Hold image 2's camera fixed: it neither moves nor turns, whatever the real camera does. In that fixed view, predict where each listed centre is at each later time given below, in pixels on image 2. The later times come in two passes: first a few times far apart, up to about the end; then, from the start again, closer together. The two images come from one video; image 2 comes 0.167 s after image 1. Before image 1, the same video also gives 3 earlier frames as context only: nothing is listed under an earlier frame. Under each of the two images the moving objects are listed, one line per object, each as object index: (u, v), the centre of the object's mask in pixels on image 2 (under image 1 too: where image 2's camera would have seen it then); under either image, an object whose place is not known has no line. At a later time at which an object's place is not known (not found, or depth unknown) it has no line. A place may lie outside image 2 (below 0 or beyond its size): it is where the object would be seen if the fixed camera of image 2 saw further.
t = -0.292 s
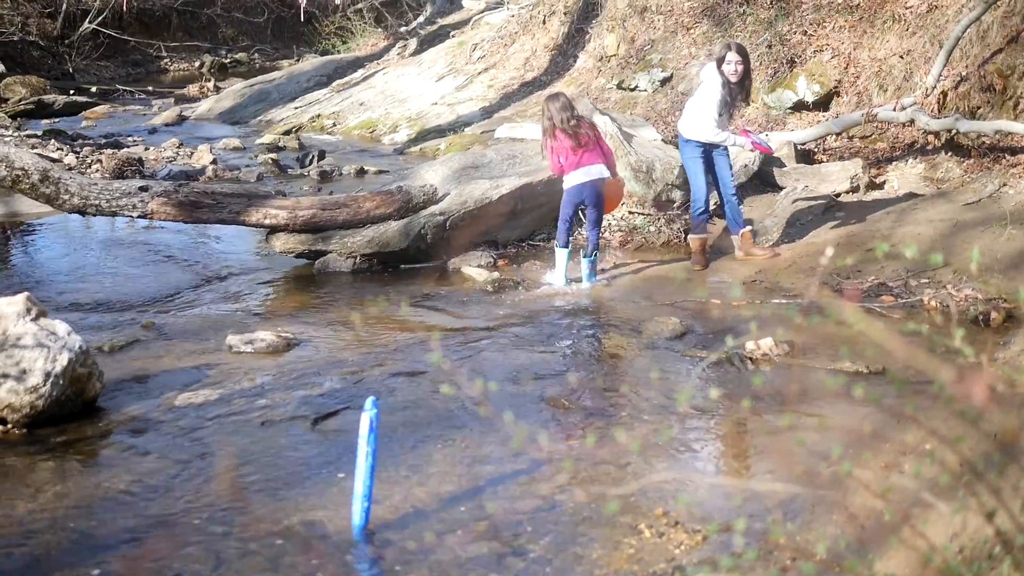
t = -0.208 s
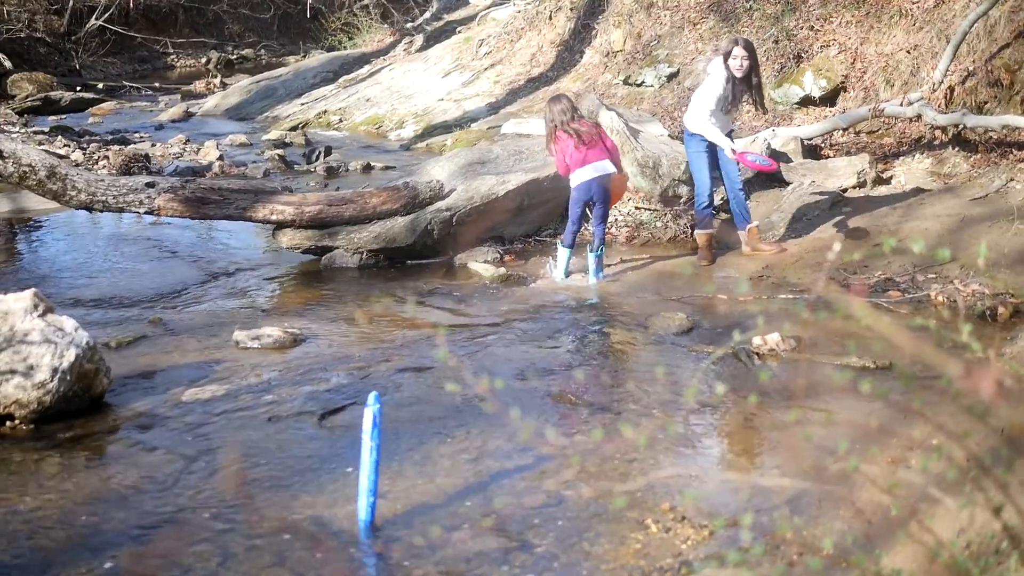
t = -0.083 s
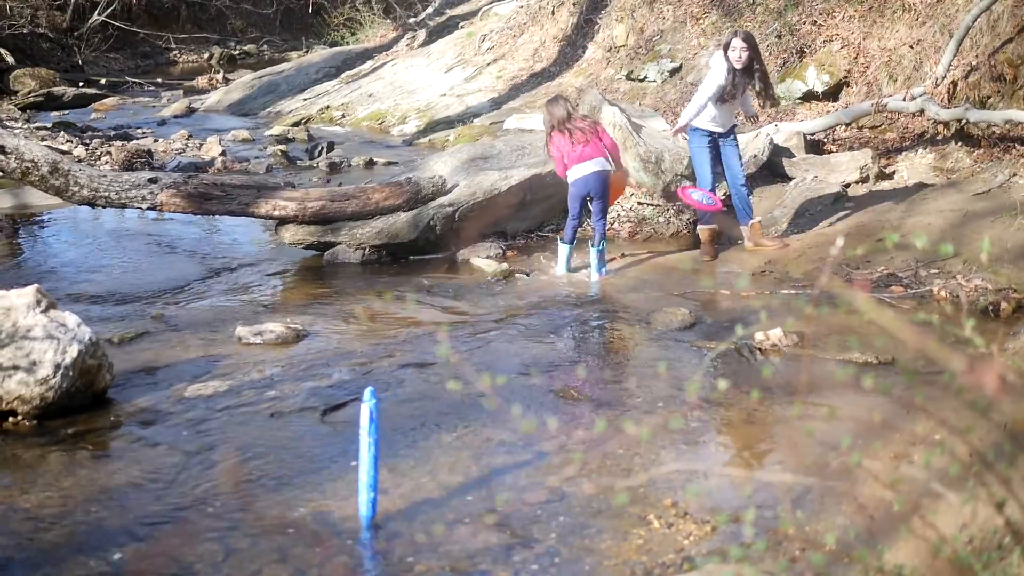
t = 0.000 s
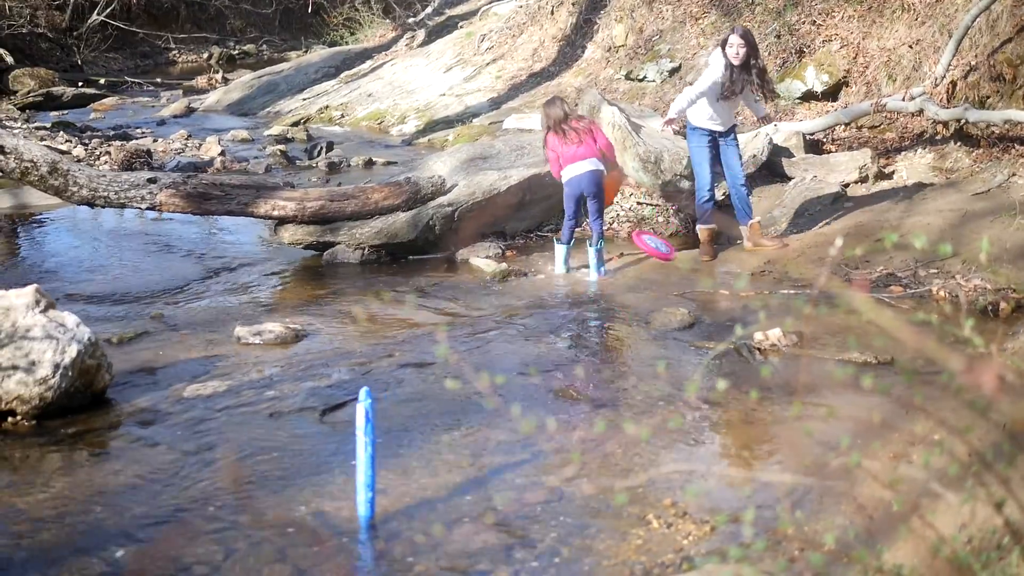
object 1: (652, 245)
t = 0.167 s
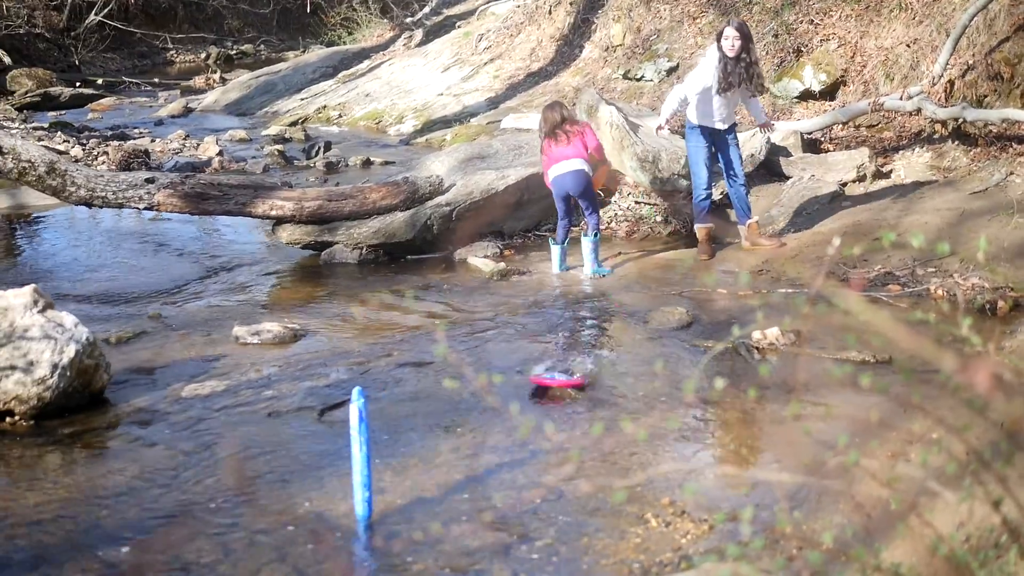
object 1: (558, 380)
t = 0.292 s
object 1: (504, 387)
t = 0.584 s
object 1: (356, 505)
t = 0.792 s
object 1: (277, 578)
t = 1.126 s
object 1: (299, 571)
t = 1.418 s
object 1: (318, 572)
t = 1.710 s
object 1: (339, 560)
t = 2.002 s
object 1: (357, 550)
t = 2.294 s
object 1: (372, 540)
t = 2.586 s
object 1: (388, 530)
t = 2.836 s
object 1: (400, 524)
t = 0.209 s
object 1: (539, 383)
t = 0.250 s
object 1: (522, 383)
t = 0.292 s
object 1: (504, 387)
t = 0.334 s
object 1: (484, 393)
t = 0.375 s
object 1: (462, 402)
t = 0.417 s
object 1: (440, 415)
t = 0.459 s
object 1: (418, 433)
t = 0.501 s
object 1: (400, 456)
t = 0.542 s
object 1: (376, 479)
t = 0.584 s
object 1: (356, 505)
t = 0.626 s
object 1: (337, 532)
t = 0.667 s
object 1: (324, 552)
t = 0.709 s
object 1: (306, 563)
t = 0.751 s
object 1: (291, 572)
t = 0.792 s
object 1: (277, 578)
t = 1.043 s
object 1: (291, 575)
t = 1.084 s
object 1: (295, 573)
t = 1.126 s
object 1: (299, 571)
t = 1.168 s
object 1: (303, 570)
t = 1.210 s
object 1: (307, 570)
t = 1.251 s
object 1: (310, 571)
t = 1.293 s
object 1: (312, 571)
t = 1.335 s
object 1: (314, 572)
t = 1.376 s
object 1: (316, 572)
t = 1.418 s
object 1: (318, 572)
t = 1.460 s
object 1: (321, 571)
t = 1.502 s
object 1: (324, 570)
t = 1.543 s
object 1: (327, 568)
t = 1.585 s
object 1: (330, 566)
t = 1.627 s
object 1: (333, 564)
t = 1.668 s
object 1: (336, 562)
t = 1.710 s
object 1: (339, 560)
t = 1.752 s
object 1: (343, 558)
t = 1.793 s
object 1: (345, 557)
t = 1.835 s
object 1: (347, 555)
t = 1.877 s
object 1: (350, 553)
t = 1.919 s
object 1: (352, 552)
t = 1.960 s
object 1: (355, 550)
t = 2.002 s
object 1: (357, 550)
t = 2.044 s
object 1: (359, 547)
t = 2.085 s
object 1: (361, 546)
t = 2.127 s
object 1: (363, 544)
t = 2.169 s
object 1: (366, 543)
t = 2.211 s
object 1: (368, 542)
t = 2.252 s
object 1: (371, 541)
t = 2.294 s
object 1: (372, 540)
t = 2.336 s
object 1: (374, 538)
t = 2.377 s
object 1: (376, 537)
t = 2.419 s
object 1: (379, 536)
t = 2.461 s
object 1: (381, 534)
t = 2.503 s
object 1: (383, 532)
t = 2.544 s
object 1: (386, 531)
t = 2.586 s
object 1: (388, 530)
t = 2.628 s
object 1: (390, 529)
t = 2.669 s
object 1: (392, 527)
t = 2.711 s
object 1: (394, 526)
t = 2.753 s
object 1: (396, 525)
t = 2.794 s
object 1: (398, 525)
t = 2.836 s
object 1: (400, 524)
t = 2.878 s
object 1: (401, 523)
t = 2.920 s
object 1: (403, 522)
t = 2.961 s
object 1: (405, 521)
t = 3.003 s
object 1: (406, 520)
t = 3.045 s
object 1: (409, 518)
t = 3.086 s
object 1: (411, 517)
